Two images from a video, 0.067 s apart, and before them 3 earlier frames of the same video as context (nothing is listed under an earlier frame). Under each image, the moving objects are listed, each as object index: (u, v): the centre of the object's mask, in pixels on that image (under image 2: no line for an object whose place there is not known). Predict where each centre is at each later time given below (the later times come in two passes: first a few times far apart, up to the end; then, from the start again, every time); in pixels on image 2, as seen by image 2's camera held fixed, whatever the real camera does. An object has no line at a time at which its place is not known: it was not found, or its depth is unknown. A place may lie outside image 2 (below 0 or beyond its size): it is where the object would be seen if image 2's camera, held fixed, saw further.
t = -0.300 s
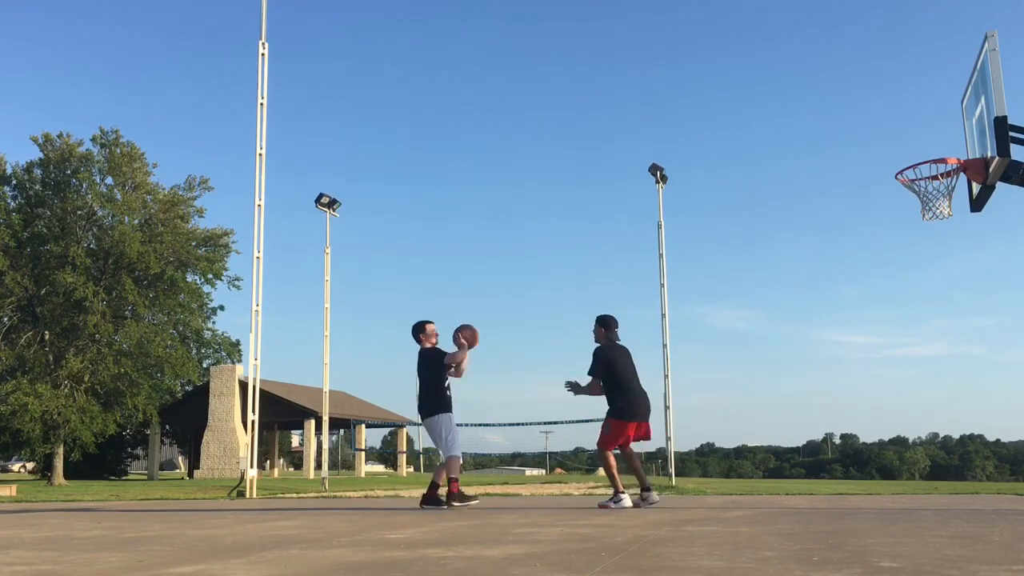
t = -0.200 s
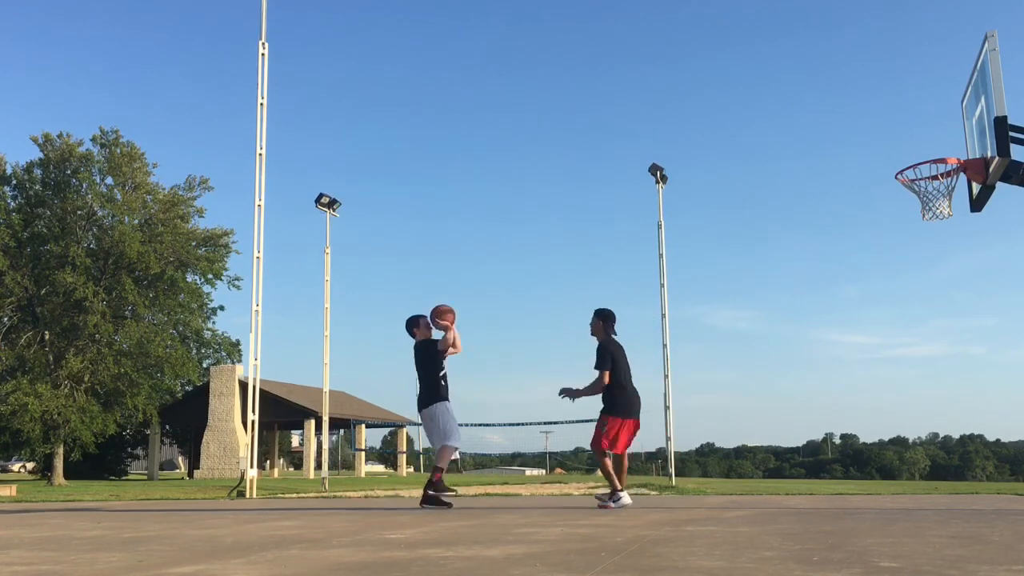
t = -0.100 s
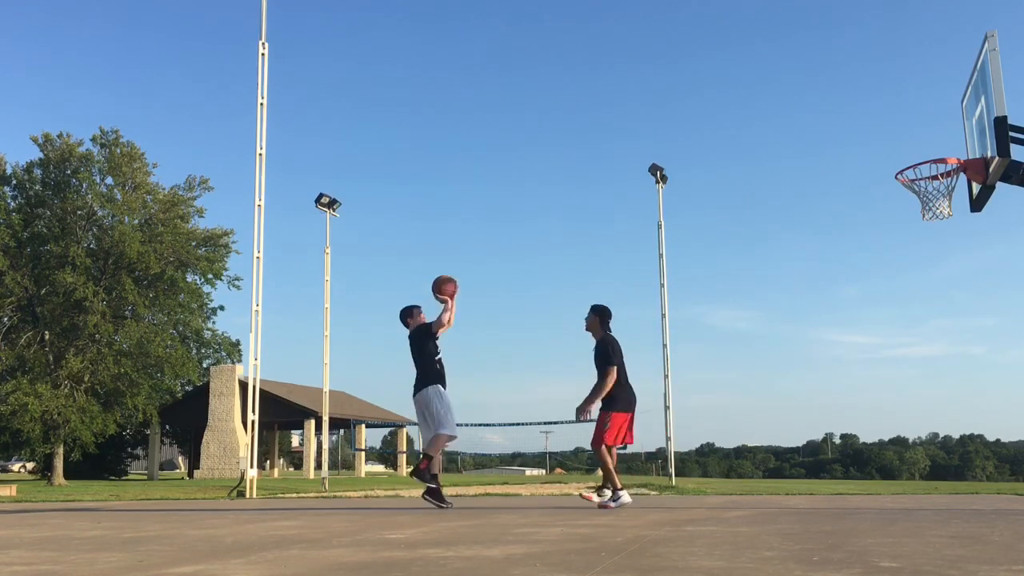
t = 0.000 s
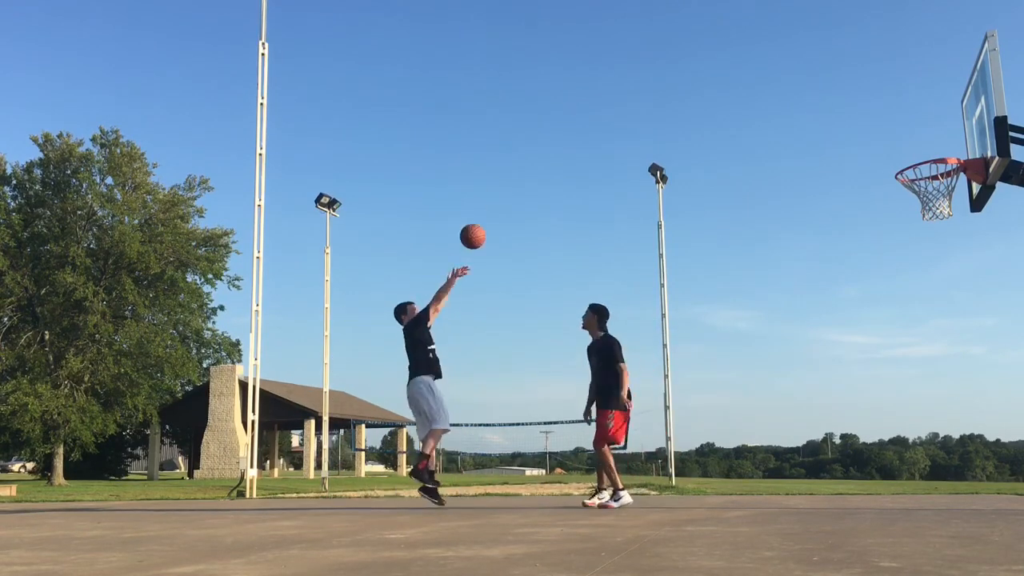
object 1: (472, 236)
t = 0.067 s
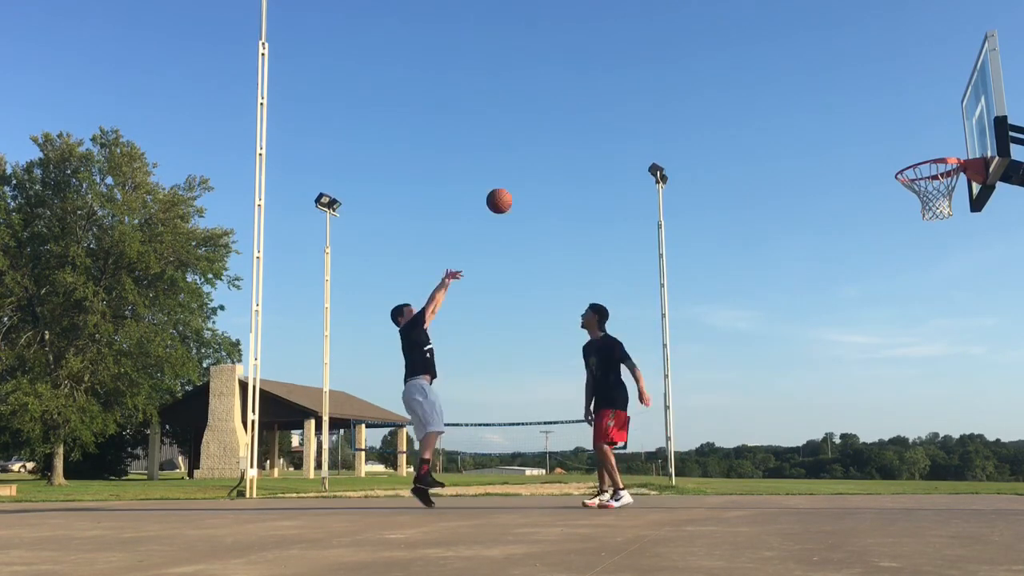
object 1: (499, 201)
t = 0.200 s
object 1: (554, 142)
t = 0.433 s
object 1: (655, 78)
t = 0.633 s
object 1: (753, 65)
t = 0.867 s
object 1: (884, 108)
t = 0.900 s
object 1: (905, 120)
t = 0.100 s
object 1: (513, 185)
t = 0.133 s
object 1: (526, 169)
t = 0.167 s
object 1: (540, 155)
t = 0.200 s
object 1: (554, 142)
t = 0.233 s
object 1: (568, 130)
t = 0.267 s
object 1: (582, 118)
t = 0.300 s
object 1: (596, 108)
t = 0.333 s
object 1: (611, 99)
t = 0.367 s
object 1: (625, 91)
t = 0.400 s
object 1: (640, 84)
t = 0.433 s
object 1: (655, 78)
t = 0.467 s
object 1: (671, 73)
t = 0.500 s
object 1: (687, 69)
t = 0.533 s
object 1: (703, 66)
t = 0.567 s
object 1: (719, 64)
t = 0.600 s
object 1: (736, 64)
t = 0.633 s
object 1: (753, 65)
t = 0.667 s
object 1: (770, 67)
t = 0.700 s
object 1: (788, 70)
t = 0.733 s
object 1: (806, 75)
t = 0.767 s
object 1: (825, 81)
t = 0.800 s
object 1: (844, 88)
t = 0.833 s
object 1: (864, 97)
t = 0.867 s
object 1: (884, 108)
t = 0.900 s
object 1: (905, 120)
